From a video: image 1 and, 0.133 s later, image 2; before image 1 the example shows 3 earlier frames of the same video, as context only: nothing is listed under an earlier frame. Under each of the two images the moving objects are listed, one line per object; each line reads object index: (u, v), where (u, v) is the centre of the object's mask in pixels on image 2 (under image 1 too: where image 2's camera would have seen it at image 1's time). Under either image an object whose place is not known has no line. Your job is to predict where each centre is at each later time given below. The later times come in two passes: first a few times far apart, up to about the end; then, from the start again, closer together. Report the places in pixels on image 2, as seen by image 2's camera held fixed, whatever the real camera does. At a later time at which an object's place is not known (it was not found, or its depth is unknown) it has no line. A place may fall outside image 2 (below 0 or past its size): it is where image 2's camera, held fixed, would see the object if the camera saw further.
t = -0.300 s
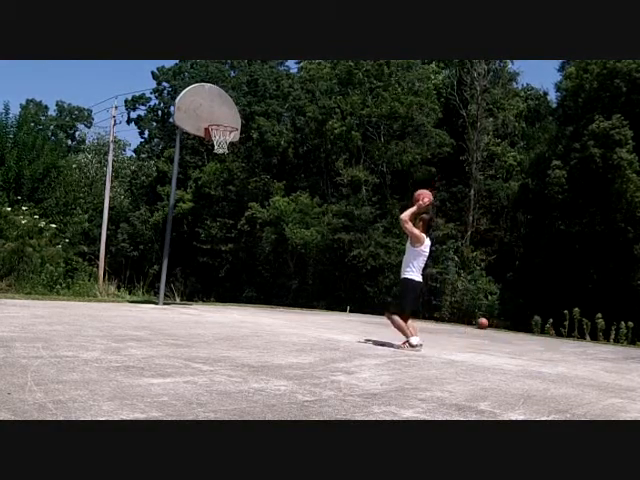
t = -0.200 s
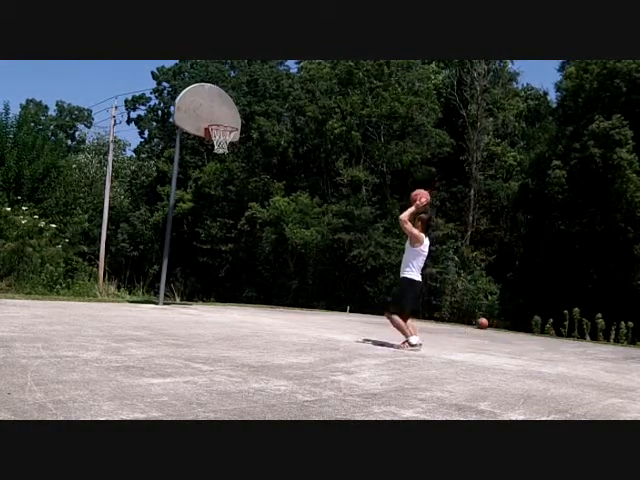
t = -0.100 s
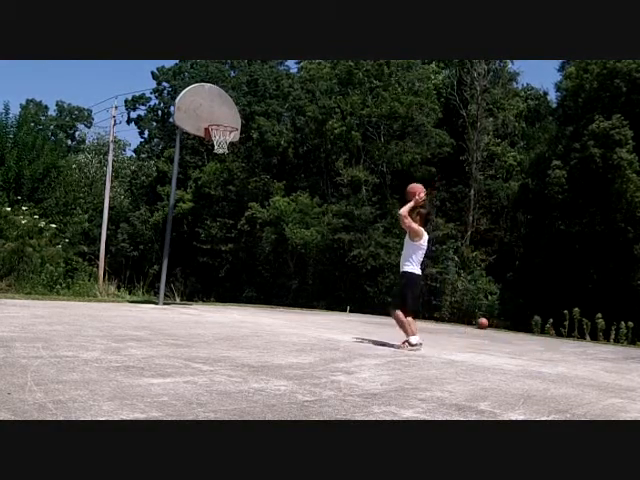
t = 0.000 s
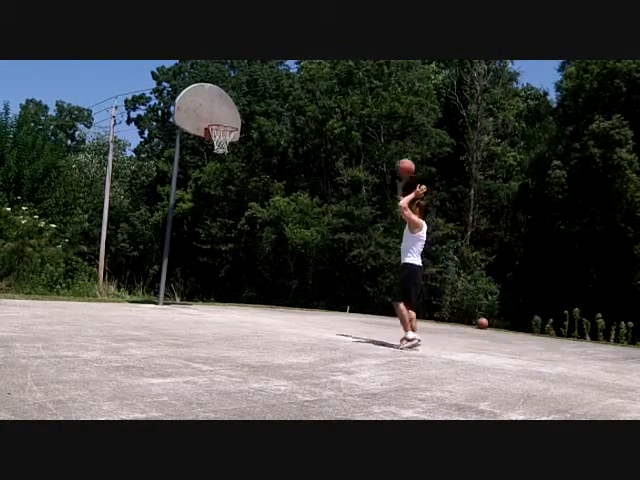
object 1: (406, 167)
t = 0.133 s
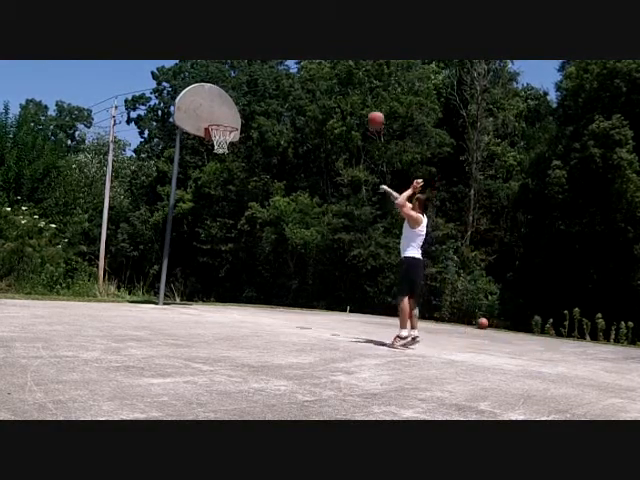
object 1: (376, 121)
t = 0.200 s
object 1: (361, 103)
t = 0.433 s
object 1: (314, 69)
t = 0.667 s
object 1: (272, 73)
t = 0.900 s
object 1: (232, 111)
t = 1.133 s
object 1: (225, 106)
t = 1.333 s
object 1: (233, 93)
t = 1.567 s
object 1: (240, 108)
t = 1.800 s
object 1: (245, 158)
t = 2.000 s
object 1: (246, 231)
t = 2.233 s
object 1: (250, 288)
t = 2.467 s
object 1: (264, 214)
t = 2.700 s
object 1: (277, 172)
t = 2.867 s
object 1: (284, 162)
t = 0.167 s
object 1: (368, 111)
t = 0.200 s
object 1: (361, 103)
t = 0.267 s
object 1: (348, 88)
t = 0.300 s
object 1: (342, 84)
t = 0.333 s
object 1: (335, 79)
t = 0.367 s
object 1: (328, 74)
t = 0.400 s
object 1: (322, 72)
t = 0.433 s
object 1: (314, 69)
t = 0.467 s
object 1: (310, 69)
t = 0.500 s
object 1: (303, 69)
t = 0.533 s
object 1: (297, 67)
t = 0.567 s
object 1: (291, 67)
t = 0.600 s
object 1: (284, 68)
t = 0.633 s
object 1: (279, 72)
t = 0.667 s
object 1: (272, 73)
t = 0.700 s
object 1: (266, 77)
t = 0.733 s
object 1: (261, 82)
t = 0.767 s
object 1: (255, 87)
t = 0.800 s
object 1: (250, 91)
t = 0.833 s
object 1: (245, 99)
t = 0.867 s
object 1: (239, 104)
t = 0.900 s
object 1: (232, 111)
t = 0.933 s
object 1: (227, 118)
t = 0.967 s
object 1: (223, 126)
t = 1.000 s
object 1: (223, 123)
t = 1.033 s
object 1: (221, 121)
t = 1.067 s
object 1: (222, 117)
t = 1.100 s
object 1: (224, 111)
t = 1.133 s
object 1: (225, 106)
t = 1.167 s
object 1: (227, 102)
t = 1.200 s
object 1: (228, 99)
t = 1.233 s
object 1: (231, 97)
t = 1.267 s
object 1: (231, 95)
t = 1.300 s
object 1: (232, 93)
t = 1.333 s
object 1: (233, 93)
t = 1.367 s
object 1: (234, 93)
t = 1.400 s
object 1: (236, 93)
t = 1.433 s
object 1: (236, 94)
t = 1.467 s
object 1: (238, 97)
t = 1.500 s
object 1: (239, 100)
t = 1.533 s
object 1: (240, 104)
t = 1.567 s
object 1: (240, 108)
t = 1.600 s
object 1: (242, 112)
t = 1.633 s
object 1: (242, 119)
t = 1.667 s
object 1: (243, 125)
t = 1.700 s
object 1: (244, 132)
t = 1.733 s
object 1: (245, 139)
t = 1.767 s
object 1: (245, 149)
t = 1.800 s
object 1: (245, 158)
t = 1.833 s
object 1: (246, 168)
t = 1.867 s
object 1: (246, 180)
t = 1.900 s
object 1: (246, 191)
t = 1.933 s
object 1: (247, 204)
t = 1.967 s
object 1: (246, 216)
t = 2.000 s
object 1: (246, 231)
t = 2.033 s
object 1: (246, 246)
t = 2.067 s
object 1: (246, 262)
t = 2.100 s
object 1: (246, 278)
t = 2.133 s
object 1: (246, 296)
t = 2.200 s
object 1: (248, 301)
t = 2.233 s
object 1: (250, 288)
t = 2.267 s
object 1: (252, 276)
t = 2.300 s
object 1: (255, 264)
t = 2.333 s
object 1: (256, 253)
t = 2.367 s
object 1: (259, 242)
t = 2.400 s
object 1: (261, 232)
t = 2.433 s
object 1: (263, 223)
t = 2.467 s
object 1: (264, 214)
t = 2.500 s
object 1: (267, 204)
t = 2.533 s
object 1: (269, 198)
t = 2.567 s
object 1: (271, 190)
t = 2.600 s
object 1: (272, 185)
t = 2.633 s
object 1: (274, 181)
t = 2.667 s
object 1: (276, 175)
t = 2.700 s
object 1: (277, 172)
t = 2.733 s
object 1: (279, 168)
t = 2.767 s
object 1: (280, 166)
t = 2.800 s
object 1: (282, 164)
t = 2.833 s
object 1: (283, 163)
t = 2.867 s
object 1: (284, 162)
